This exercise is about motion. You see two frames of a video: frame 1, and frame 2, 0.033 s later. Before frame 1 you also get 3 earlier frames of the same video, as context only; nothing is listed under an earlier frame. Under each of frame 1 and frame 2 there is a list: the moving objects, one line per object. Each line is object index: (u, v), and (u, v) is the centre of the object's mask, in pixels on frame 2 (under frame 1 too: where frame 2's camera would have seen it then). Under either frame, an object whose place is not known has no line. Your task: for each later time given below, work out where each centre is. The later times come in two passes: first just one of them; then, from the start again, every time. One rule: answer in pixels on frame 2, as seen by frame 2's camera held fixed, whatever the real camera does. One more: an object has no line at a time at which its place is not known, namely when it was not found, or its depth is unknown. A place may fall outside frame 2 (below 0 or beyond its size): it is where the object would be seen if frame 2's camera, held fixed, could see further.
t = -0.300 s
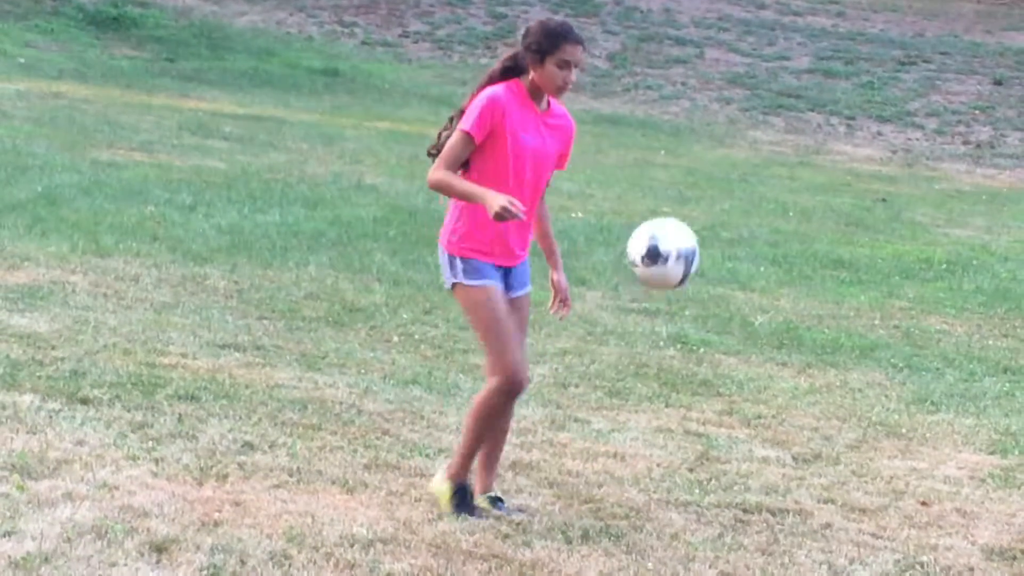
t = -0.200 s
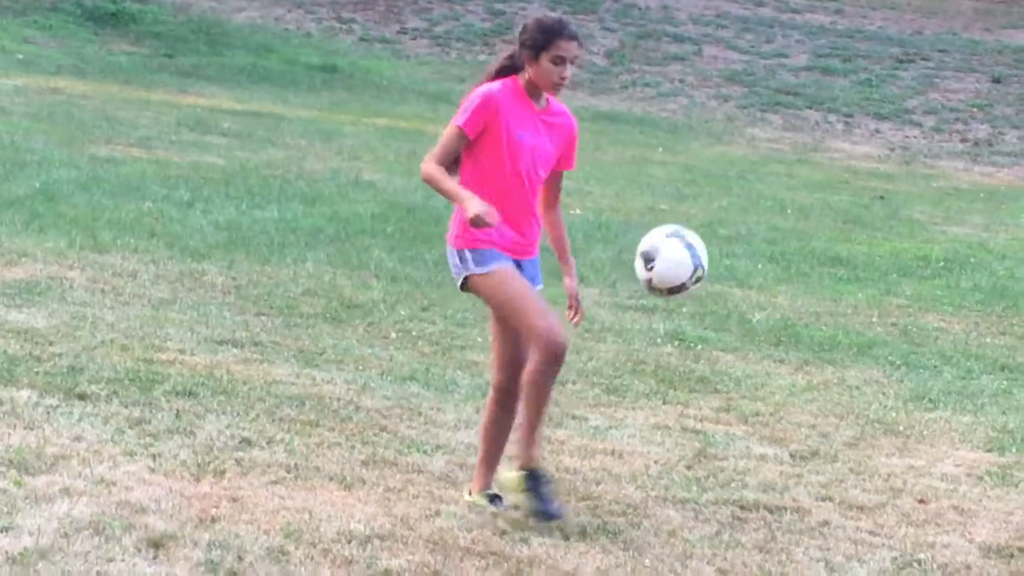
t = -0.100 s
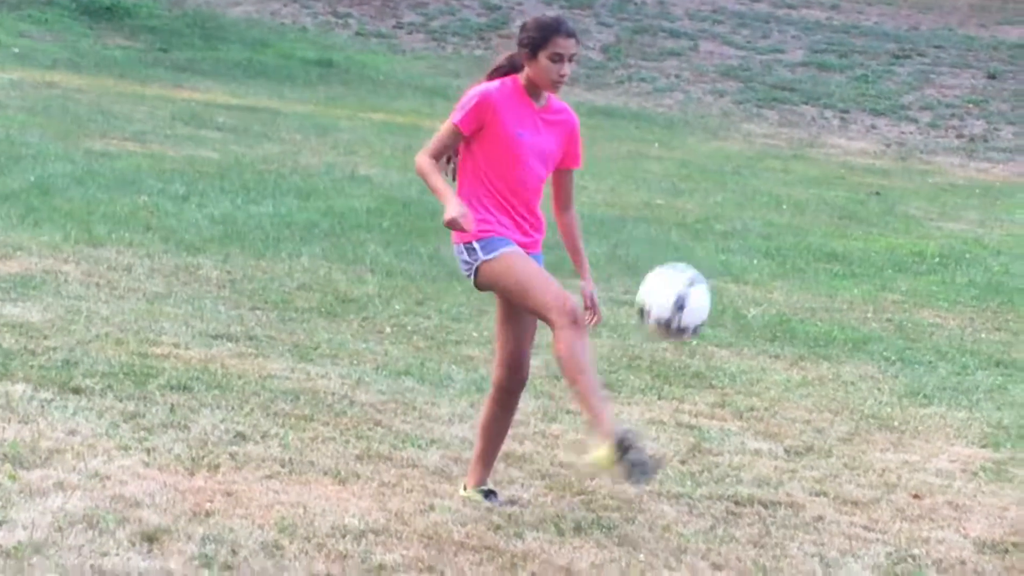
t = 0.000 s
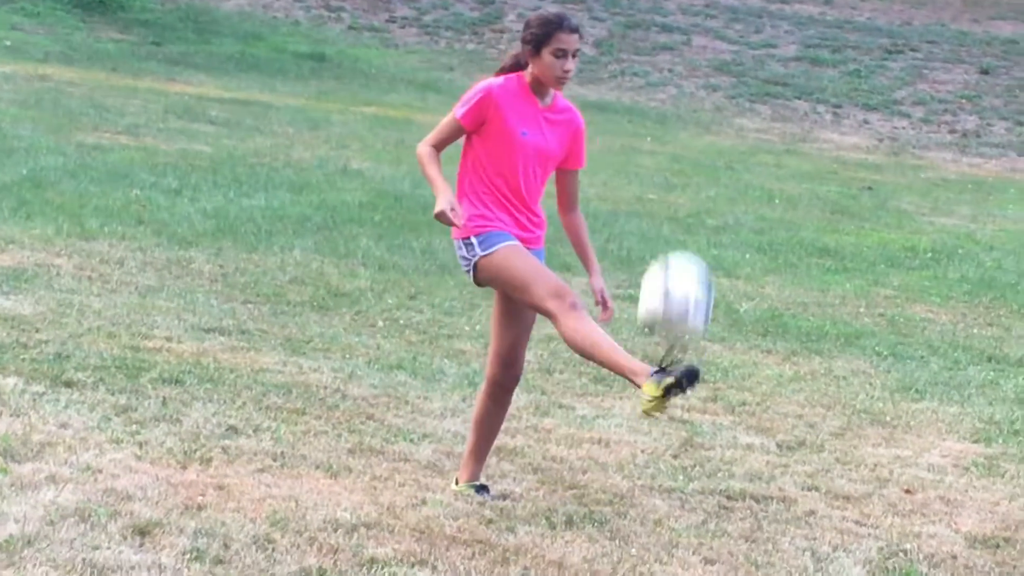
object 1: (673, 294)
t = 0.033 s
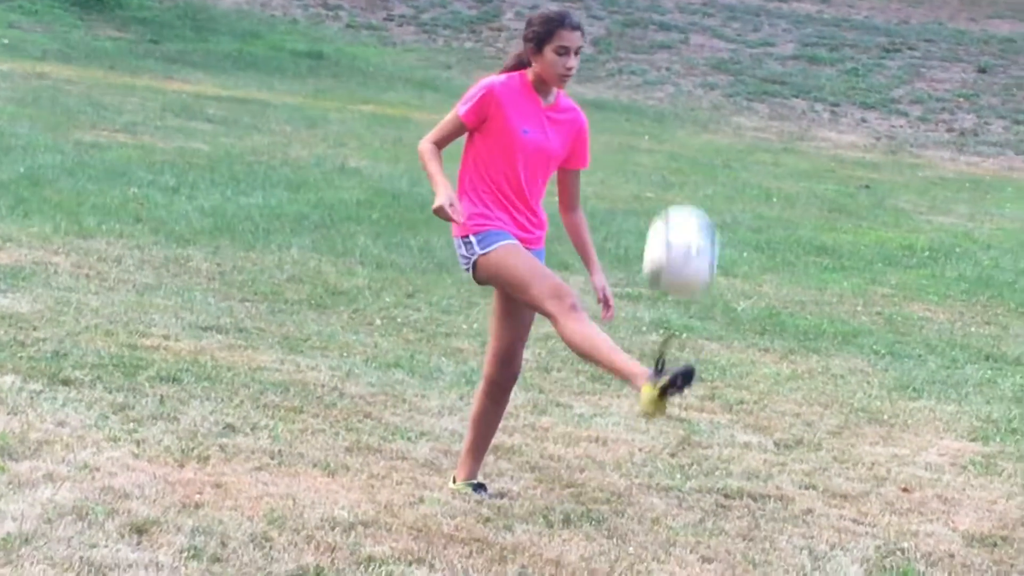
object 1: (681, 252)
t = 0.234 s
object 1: (719, 56)
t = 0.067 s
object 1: (689, 207)
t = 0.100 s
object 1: (696, 170)
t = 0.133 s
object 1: (702, 136)
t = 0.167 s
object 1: (708, 105)
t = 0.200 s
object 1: (713, 79)
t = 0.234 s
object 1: (719, 56)
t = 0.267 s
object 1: (724, 39)
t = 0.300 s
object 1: (727, 30)
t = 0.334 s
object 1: (730, 24)
